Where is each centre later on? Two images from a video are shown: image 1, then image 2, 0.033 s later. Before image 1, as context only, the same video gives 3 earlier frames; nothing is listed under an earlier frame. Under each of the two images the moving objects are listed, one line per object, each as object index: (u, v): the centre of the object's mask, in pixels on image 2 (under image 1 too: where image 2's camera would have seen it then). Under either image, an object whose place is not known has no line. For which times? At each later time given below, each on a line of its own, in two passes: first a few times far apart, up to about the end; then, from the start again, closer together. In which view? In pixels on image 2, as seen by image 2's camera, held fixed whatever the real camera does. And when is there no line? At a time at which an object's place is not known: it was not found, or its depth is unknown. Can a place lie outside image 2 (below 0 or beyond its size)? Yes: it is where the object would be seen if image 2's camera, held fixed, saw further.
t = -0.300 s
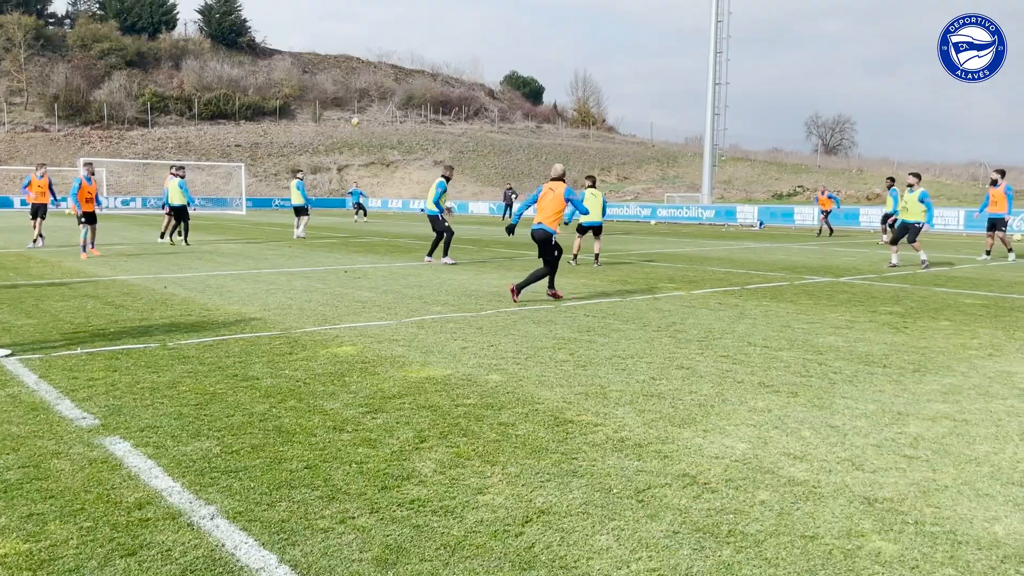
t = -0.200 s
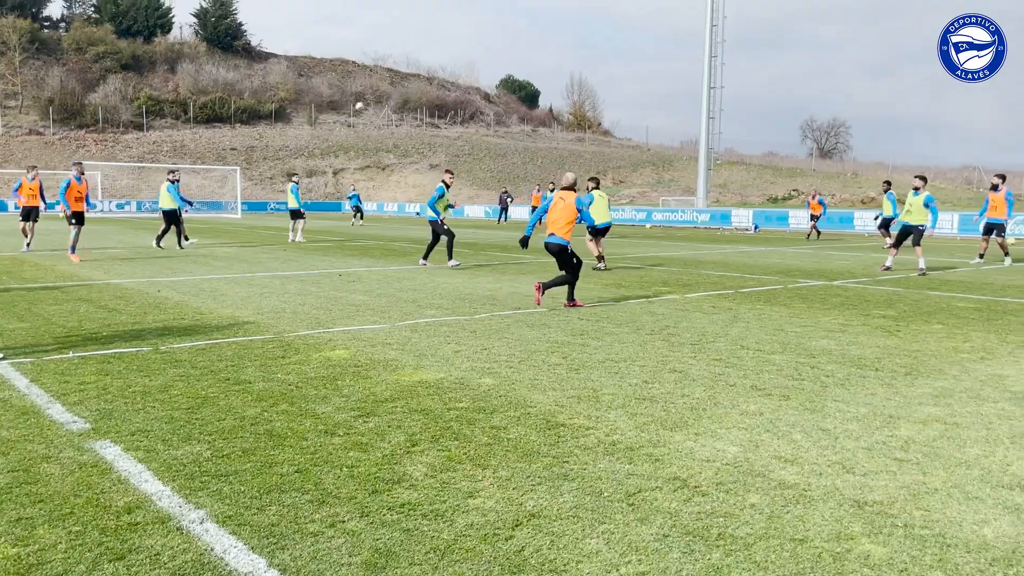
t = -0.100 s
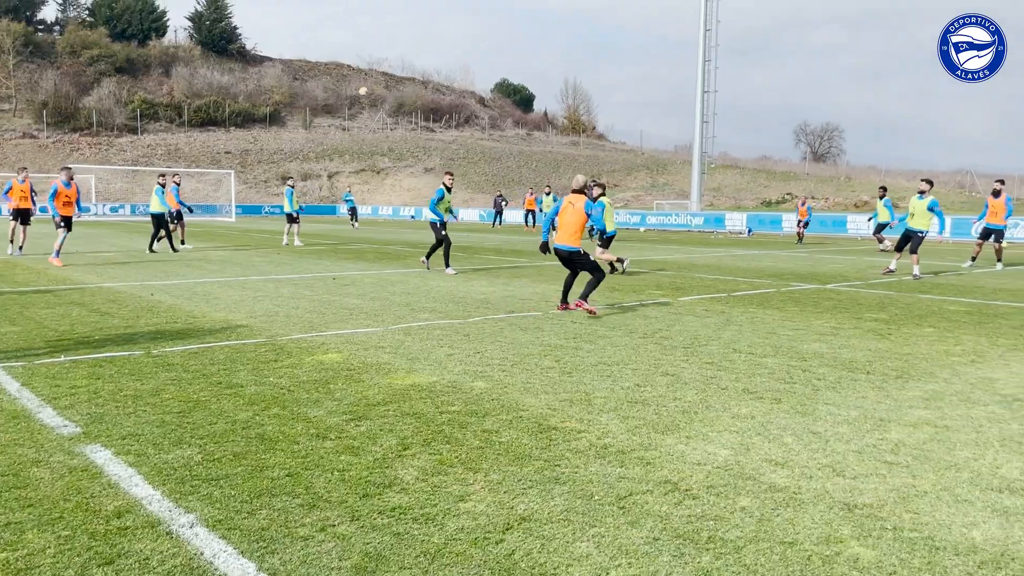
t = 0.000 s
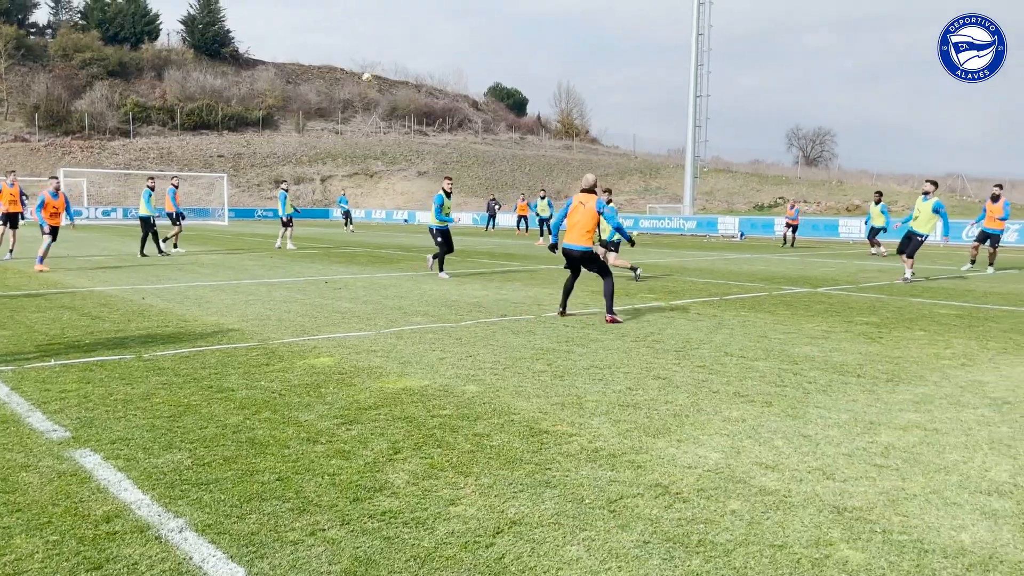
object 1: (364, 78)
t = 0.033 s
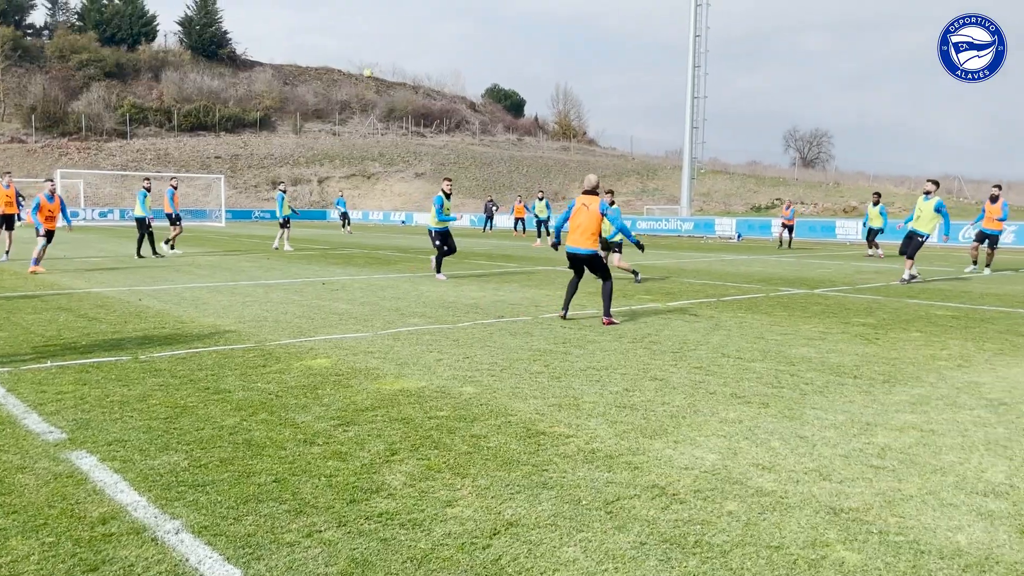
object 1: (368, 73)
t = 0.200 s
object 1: (389, 46)
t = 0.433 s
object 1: (427, 15)
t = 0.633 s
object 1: (472, 1)
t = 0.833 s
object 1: (539, 7)
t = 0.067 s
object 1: (372, 67)
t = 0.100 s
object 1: (376, 62)
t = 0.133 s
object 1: (380, 56)
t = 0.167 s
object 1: (384, 51)
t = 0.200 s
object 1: (389, 46)
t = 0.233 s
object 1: (394, 41)
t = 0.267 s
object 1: (399, 36)
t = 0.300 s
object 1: (404, 31)
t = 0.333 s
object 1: (409, 26)
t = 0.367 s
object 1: (415, 22)
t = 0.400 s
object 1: (421, 19)
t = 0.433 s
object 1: (427, 15)
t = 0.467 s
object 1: (433, 12)
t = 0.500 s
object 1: (440, 9)
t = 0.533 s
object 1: (448, 6)
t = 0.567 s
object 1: (455, 4)
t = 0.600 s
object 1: (463, 2)
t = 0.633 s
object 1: (472, 1)
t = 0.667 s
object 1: (481, 0)
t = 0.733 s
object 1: (501, 0)
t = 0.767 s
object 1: (513, 2)
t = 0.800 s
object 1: (525, 4)
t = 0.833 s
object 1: (539, 7)
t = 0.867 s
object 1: (553, 12)
